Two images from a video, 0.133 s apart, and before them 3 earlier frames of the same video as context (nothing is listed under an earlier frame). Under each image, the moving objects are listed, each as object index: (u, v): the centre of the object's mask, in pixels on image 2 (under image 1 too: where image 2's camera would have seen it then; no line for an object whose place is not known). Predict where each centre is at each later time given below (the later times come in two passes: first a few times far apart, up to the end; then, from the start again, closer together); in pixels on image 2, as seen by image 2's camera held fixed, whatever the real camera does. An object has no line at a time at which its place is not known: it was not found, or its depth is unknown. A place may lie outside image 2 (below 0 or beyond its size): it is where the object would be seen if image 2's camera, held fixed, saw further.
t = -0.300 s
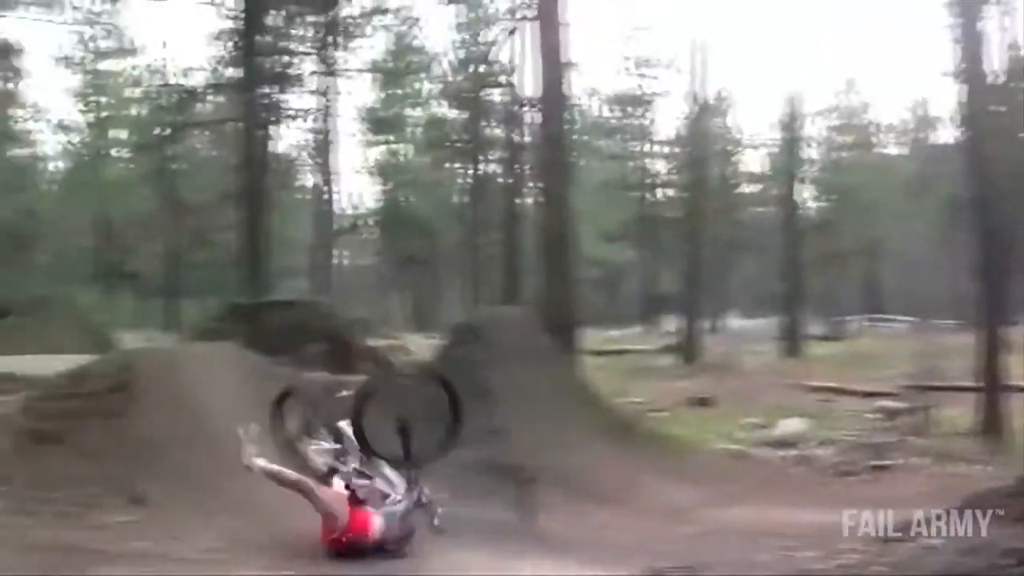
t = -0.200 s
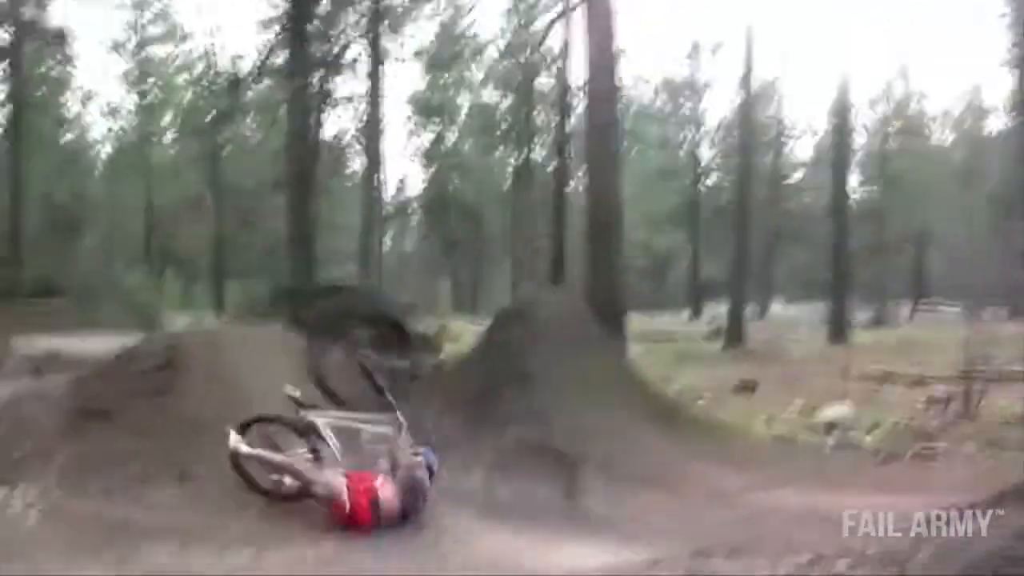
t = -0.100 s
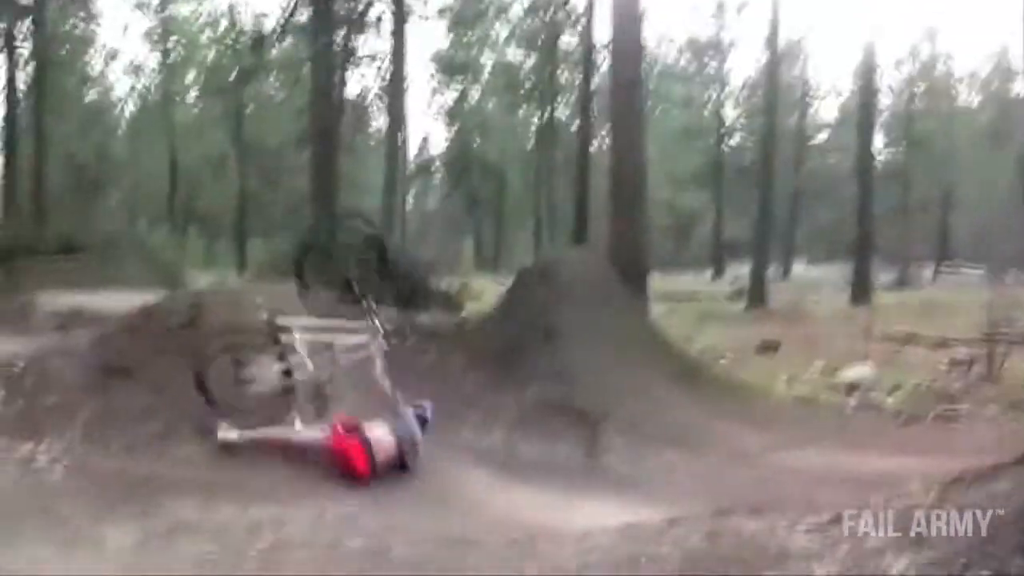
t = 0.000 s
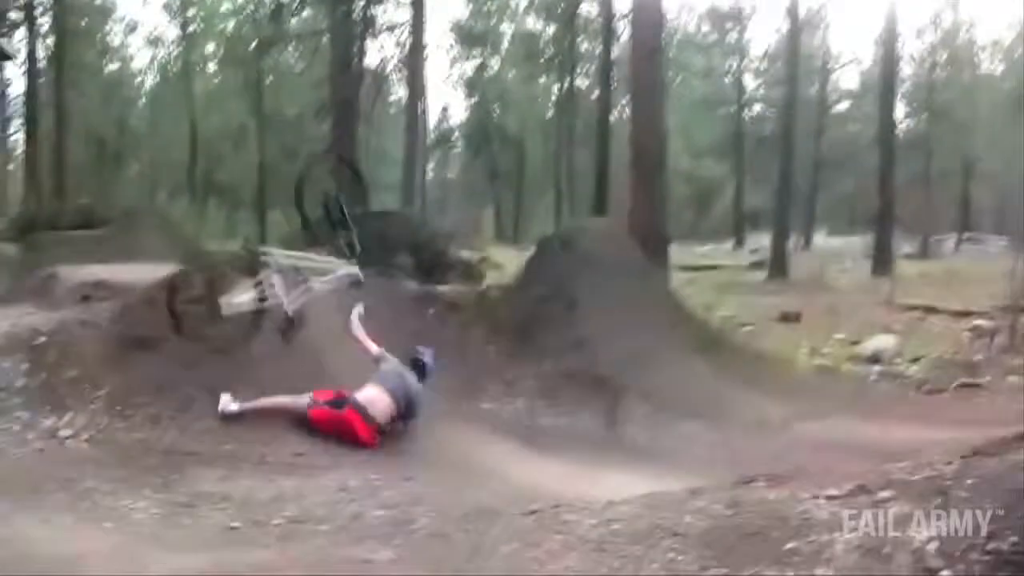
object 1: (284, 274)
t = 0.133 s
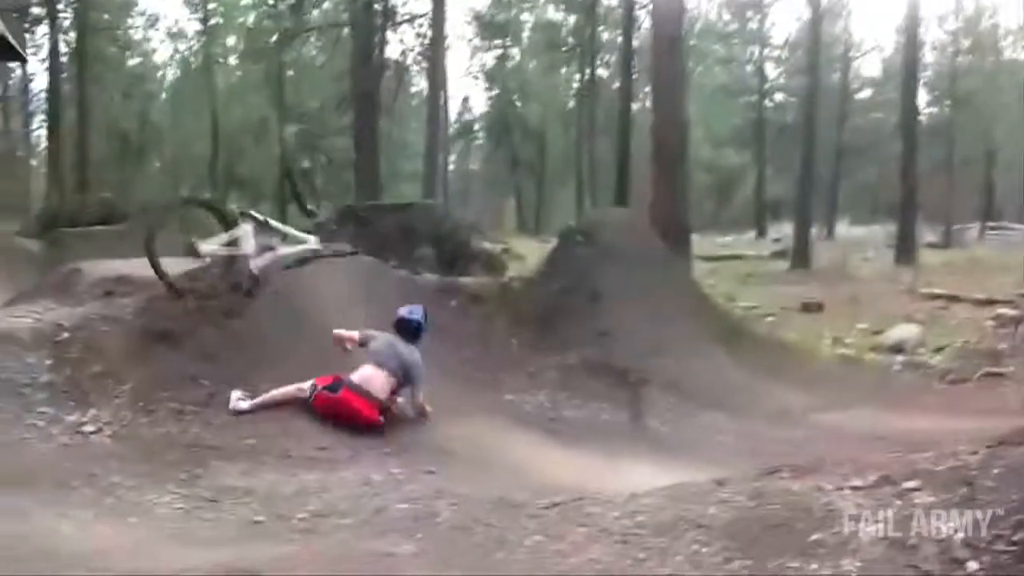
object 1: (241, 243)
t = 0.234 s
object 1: (220, 239)
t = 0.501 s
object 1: (132, 235)
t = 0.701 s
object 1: (48, 258)
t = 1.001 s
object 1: (10, 280)
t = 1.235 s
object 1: (14, 293)
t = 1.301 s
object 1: (23, 288)
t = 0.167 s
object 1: (232, 240)
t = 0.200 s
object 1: (231, 231)
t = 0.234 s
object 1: (220, 239)
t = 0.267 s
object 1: (212, 237)
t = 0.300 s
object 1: (193, 234)
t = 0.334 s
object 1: (182, 229)
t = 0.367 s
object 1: (171, 228)
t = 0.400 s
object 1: (178, 238)
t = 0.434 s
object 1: (165, 239)
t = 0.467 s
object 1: (142, 236)
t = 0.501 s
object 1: (132, 235)
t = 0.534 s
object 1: (120, 235)
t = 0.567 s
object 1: (103, 245)
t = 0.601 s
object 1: (80, 245)
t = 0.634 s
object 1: (67, 251)
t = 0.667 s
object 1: (56, 252)
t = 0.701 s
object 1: (48, 258)
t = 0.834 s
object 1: (26, 281)
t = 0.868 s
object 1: (31, 276)
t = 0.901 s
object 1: (21, 277)
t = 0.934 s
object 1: (12, 281)
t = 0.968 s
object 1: (7, 280)
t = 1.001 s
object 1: (10, 280)
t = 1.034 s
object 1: (-4, 280)
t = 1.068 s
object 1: (7, 281)
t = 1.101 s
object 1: (5, 283)
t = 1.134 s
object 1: (3, 286)
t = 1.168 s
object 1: (-4, 291)
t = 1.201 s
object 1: (1, 294)
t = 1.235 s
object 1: (14, 293)
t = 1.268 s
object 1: (21, 291)
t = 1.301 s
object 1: (23, 288)
